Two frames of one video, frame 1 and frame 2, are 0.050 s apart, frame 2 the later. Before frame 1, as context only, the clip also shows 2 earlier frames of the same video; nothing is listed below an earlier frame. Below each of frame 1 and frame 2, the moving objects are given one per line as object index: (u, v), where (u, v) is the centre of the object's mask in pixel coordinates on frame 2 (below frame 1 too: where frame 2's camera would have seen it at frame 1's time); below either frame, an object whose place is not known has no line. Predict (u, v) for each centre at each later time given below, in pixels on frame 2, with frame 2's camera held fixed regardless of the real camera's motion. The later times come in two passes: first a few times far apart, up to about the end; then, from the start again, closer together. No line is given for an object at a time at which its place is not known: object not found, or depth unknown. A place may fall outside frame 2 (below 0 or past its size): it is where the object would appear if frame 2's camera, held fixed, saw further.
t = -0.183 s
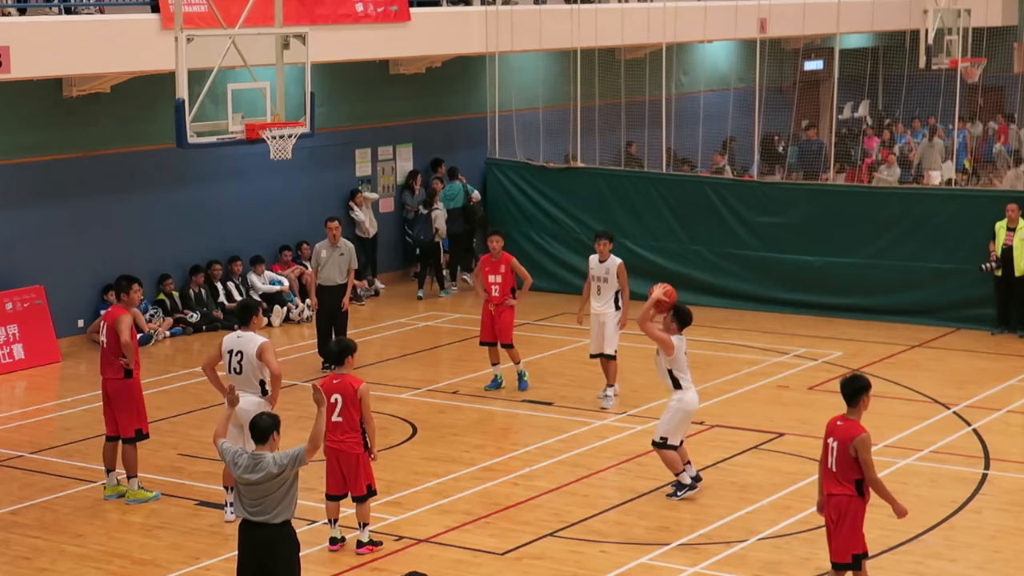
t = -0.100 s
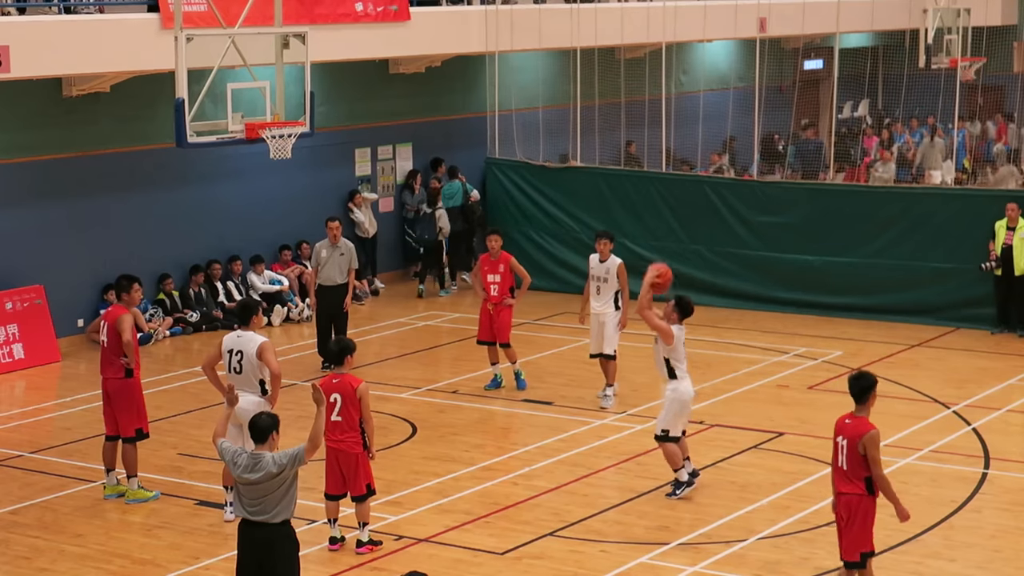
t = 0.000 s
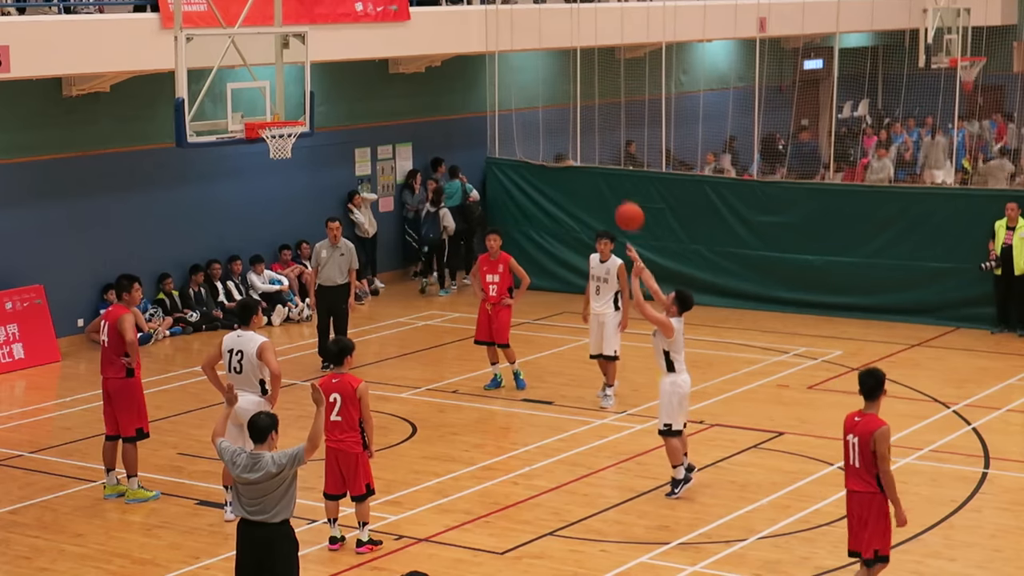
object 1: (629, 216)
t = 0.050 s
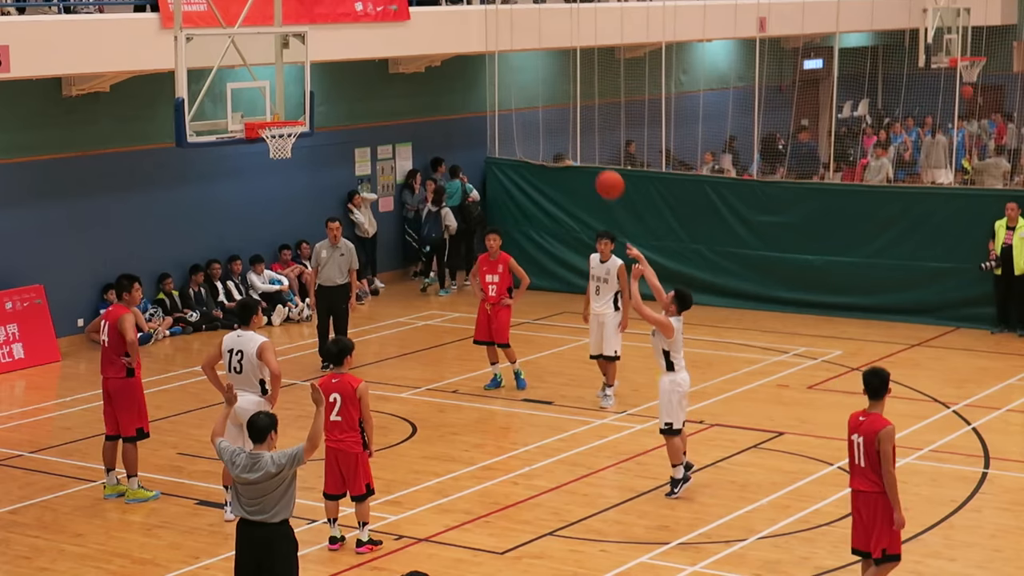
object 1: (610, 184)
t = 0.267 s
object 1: (528, 79)
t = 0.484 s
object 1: (450, 28)
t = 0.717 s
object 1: (374, 32)
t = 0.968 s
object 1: (299, 96)
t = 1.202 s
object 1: (266, 158)
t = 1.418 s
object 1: (265, 217)
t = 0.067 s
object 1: (603, 175)
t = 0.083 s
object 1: (597, 165)
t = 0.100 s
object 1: (590, 155)
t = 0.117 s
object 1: (584, 146)
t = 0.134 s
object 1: (577, 138)
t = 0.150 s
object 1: (571, 129)
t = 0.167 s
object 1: (564, 121)
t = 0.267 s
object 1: (528, 79)
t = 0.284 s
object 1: (521, 74)
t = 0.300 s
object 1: (515, 68)
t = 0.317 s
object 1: (509, 63)
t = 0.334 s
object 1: (503, 58)
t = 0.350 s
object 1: (497, 54)
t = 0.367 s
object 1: (491, 50)
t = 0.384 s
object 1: (485, 46)
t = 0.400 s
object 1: (479, 42)
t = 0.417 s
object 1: (473, 39)
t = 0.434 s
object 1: (468, 36)
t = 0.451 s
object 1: (462, 33)
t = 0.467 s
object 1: (456, 31)
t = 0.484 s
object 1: (450, 28)
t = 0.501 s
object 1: (445, 27)
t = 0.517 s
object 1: (439, 26)
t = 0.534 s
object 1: (433, 24)
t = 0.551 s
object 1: (428, 24)
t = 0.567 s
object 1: (422, 23)
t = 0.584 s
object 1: (417, 23)
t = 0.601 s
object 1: (411, 23)
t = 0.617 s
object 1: (406, 24)
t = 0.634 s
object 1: (401, 24)
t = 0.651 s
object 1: (396, 26)
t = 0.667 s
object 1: (390, 26)
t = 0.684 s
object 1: (385, 28)
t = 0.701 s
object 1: (379, 30)
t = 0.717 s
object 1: (374, 32)
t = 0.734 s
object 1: (369, 34)
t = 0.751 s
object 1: (363, 37)
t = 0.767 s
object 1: (358, 40)
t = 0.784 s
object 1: (353, 43)
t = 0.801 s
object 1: (348, 47)
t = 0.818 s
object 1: (343, 51)
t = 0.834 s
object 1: (338, 54)
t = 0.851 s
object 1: (333, 59)
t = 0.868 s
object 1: (328, 63)
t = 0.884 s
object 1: (323, 68)
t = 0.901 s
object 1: (319, 73)
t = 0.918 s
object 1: (313, 78)
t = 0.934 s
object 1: (309, 84)
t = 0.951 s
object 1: (304, 90)
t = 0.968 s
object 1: (299, 96)
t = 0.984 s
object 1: (294, 102)
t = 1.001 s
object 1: (290, 109)
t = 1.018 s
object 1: (286, 114)
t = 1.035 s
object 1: (282, 117)
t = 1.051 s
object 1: (277, 129)
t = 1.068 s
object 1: (273, 134)
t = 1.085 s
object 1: (269, 143)
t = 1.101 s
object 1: (267, 145)
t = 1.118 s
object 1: (267, 147)
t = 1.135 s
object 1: (267, 148)
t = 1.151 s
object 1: (267, 150)
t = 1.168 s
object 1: (267, 152)
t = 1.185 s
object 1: (267, 155)
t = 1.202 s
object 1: (266, 158)
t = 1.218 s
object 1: (266, 160)
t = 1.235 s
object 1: (266, 164)
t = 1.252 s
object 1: (265, 167)
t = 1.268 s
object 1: (265, 171)
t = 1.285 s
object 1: (265, 175)
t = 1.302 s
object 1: (266, 179)
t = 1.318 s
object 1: (265, 184)
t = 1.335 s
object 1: (265, 189)
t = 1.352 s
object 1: (265, 194)
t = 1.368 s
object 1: (265, 200)
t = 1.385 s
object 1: (265, 205)
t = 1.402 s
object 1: (265, 211)
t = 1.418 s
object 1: (265, 217)
